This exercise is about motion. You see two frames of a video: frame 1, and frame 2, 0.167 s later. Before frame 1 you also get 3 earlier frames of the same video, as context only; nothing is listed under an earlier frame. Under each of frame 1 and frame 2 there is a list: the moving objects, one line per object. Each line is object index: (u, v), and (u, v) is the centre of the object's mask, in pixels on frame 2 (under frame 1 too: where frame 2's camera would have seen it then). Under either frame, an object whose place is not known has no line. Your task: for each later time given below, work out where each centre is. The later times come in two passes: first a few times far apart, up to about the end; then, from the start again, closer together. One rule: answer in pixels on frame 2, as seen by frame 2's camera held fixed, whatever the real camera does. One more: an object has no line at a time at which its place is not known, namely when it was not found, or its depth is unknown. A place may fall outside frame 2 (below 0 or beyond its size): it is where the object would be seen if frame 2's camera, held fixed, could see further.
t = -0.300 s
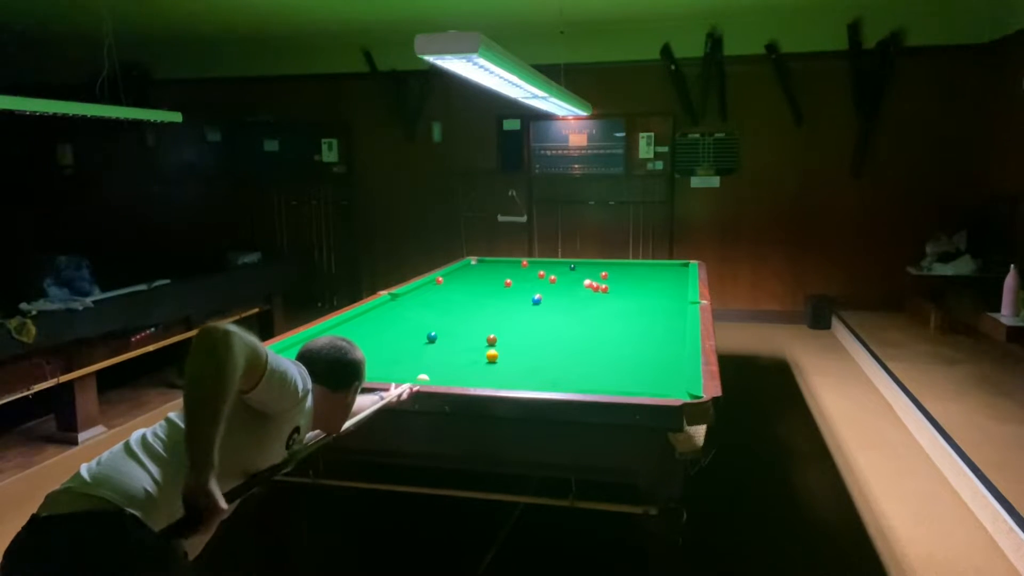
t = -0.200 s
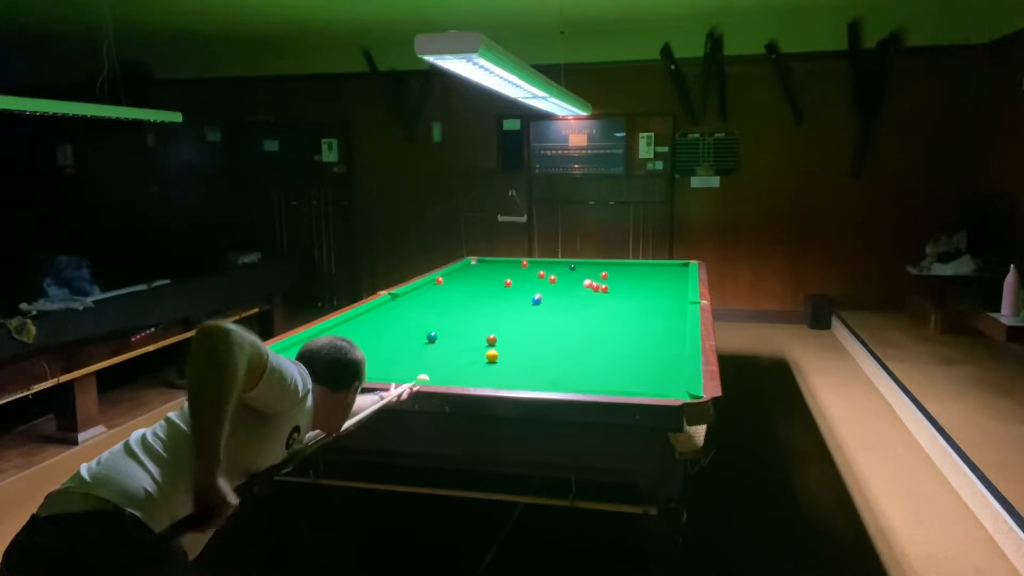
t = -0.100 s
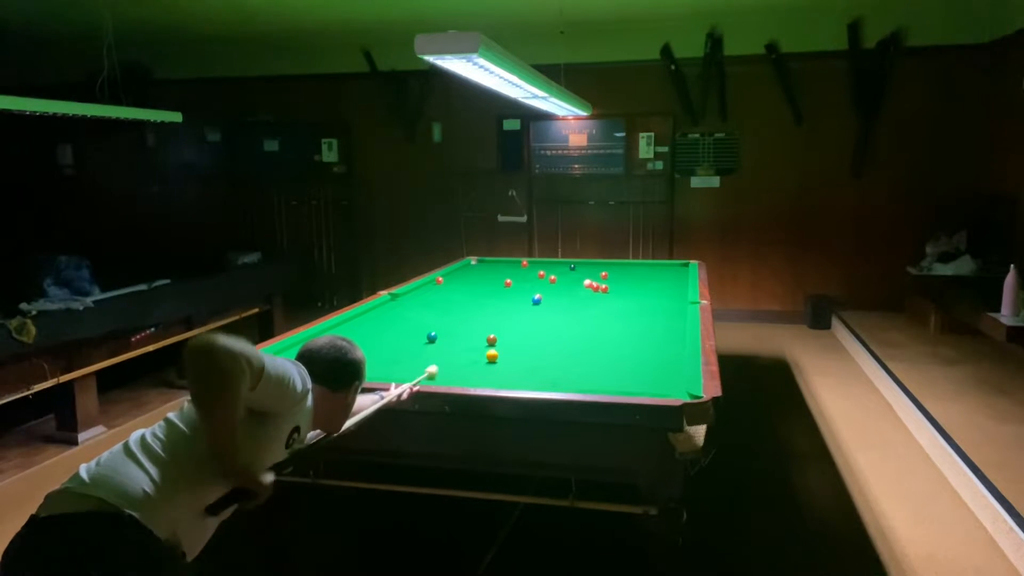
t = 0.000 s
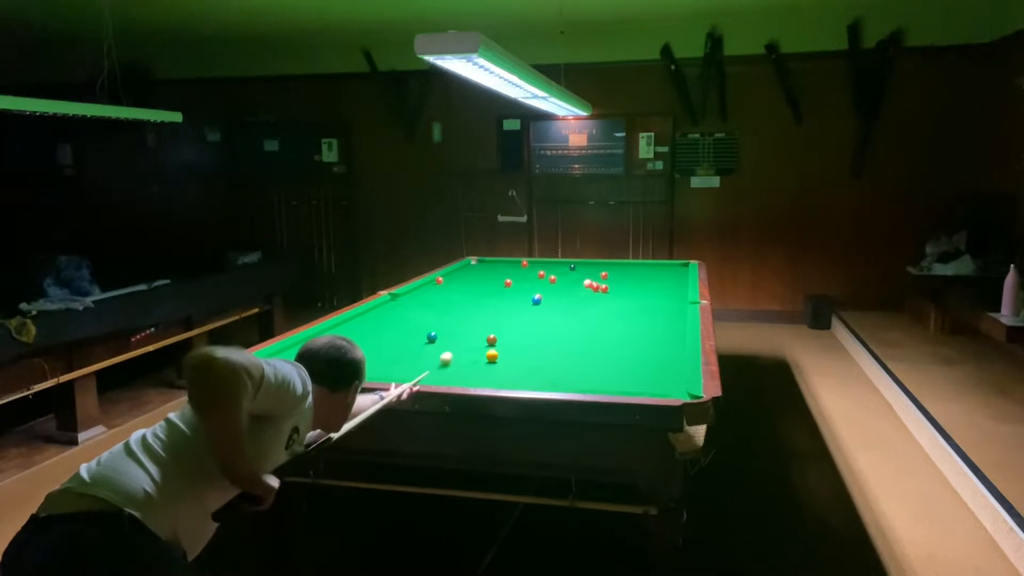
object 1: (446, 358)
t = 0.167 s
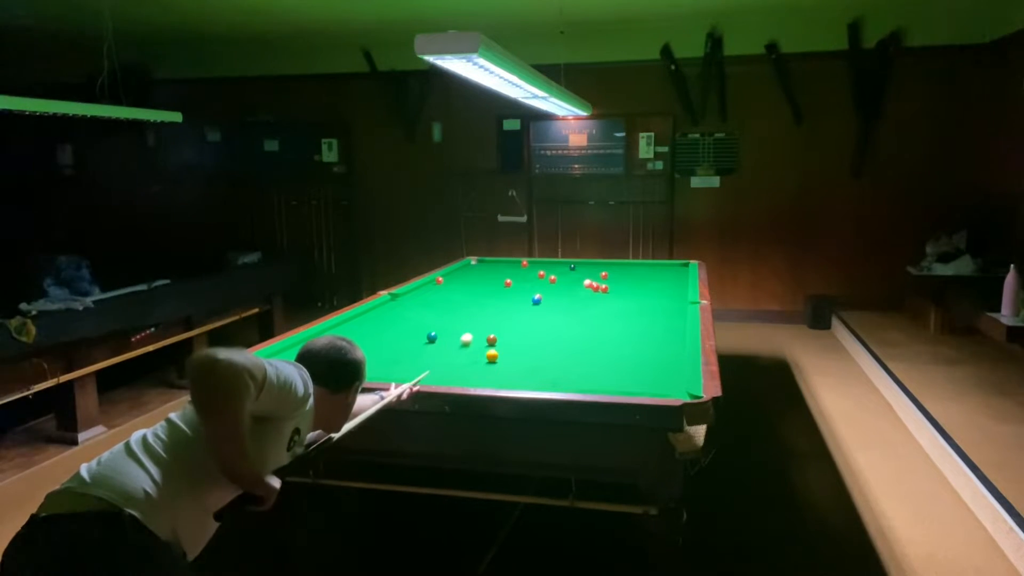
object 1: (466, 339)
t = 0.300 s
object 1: (480, 326)
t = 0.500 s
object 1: (497, 310)
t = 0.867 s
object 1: (520, 288)
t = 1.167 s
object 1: (534, 274)
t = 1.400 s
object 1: (522, 267)
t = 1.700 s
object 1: (509, 261)
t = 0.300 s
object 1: (480, 326)
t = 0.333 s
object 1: (483, 323)
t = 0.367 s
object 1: (486, 320)
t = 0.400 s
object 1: (489, 317)
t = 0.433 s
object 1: (492, 315)
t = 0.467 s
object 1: (494, 313)
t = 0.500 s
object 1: (497, 310)
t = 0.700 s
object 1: (511, 297)
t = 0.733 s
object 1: (513, 295)
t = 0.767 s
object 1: (515, 293)
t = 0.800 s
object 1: (517, 291)
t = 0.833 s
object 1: (519, 290)
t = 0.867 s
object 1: (520, 288)
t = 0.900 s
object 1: (522, 286)
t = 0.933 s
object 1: (524, 285)
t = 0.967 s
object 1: (526, 283)
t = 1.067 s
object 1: (530, 278)
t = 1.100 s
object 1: (532, 277)
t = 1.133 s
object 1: (533, 276)
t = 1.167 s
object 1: (534, 274)
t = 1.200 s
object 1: (532, 273)
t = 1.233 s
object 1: (530, 272)
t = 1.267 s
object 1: (528, 271)
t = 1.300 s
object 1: (527, 270)
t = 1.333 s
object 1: (525, 269)
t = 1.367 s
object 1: (524, 268)
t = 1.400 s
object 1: (522, 267)
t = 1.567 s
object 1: (516, 263)
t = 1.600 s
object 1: (514, 262)
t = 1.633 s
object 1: (513, 261)
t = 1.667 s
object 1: (512, 261)
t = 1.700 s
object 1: (509, 261)
